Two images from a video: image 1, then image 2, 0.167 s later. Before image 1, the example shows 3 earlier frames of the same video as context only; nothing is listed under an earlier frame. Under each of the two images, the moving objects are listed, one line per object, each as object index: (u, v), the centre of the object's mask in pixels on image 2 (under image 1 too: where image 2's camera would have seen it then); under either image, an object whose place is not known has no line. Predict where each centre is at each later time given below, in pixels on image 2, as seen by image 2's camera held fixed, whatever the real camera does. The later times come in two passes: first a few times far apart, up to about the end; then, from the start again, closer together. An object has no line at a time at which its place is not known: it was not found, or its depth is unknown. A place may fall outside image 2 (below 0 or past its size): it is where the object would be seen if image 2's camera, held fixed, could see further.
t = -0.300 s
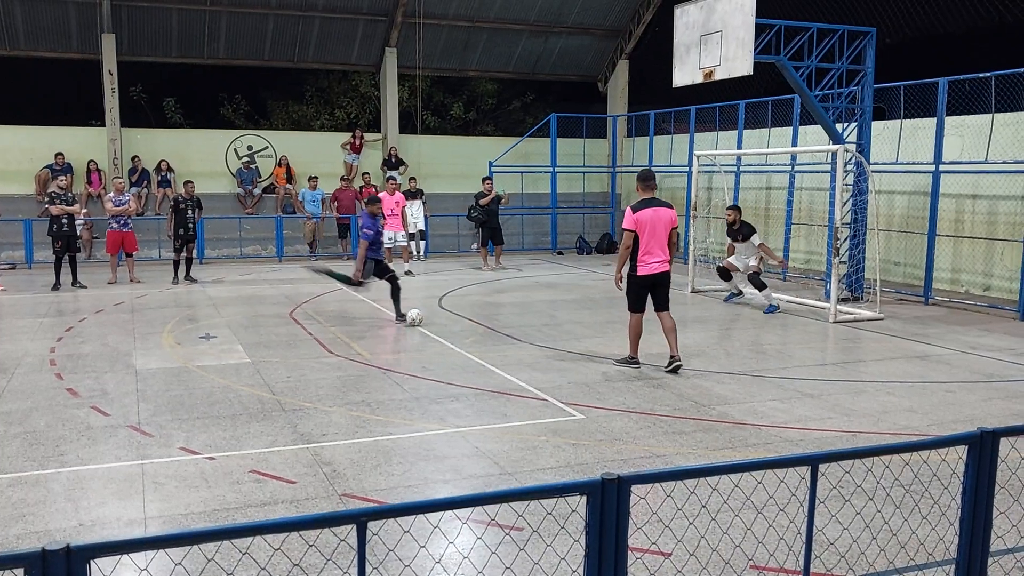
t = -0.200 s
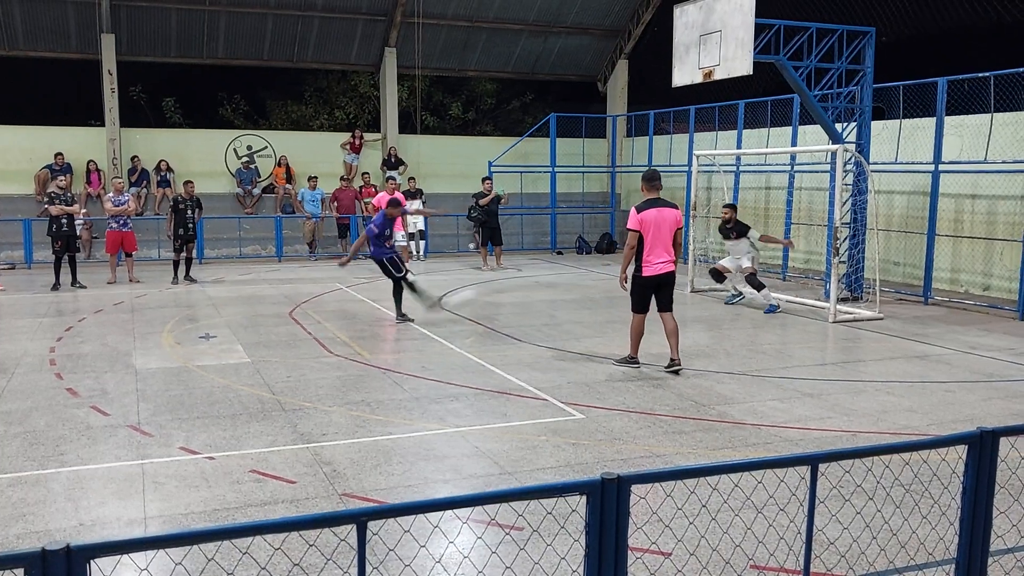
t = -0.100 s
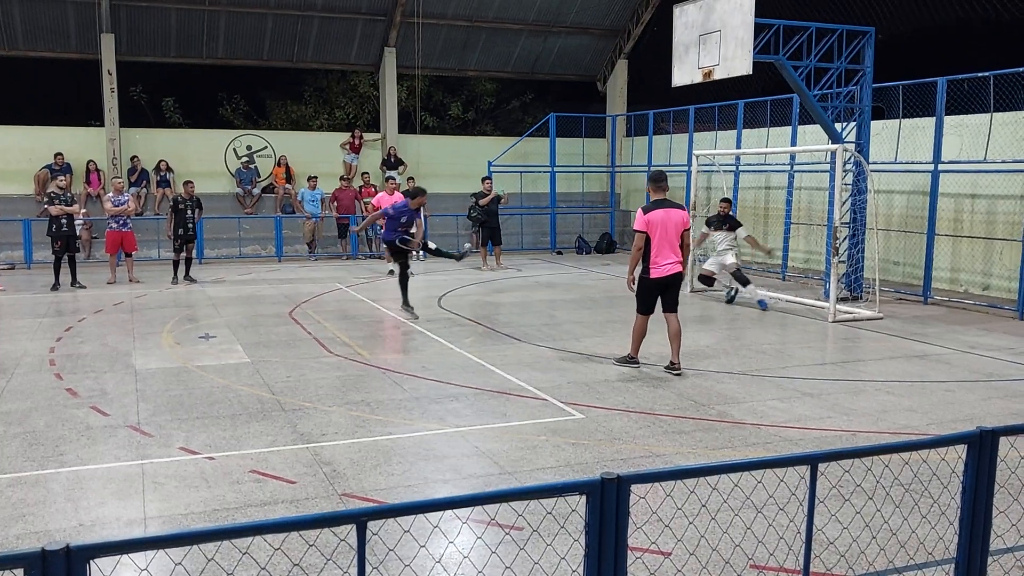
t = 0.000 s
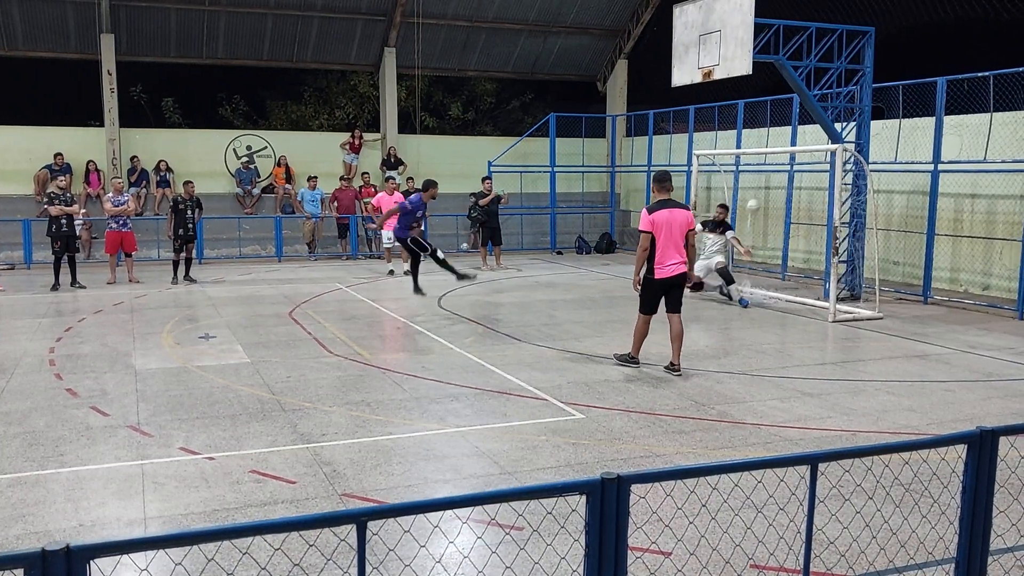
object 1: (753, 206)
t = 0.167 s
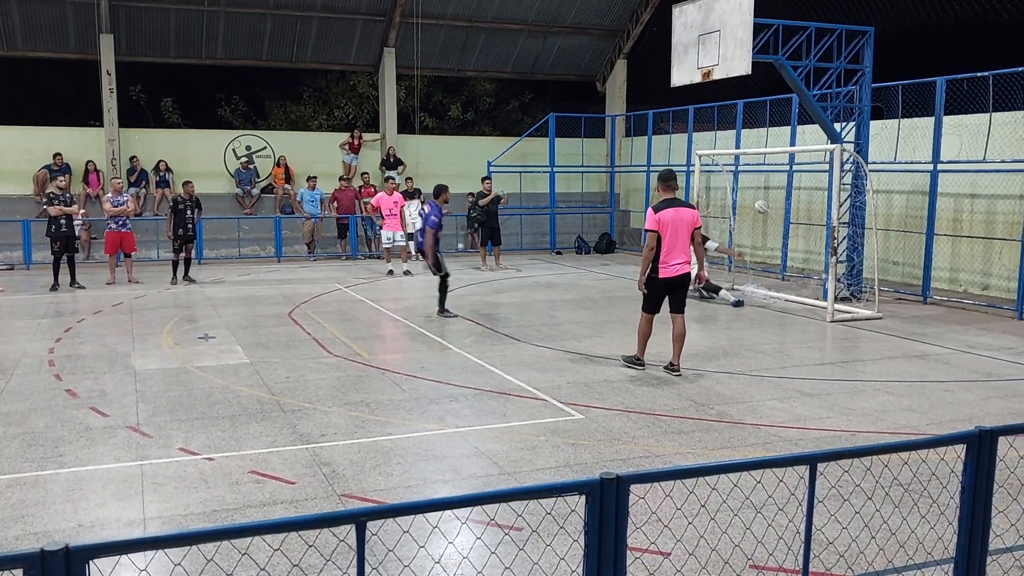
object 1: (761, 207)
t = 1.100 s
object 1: (799, 303)
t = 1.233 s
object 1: (806, 321)
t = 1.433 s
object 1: (818, 317)
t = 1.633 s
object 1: (832, 341)
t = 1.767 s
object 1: (842, 343)
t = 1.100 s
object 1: (799, 303)
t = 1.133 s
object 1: (800, 311)
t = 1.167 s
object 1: (802, 321)
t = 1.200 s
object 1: (803, 325)
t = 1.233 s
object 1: (806, 321)
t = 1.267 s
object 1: (808, 318)
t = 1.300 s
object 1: (810, 316)
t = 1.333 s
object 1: (811, 315)
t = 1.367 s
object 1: (814, 314)
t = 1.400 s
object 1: (816, 315)
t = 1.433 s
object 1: (818, 317)
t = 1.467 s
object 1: (820, 320)
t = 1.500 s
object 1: (823, 324)
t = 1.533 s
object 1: (825, 329)
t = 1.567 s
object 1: (827, 336)
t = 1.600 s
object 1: (830, 342)
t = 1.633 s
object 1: (832, 341)
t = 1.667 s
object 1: (834, 339)
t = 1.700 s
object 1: (837, 340)
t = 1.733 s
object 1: (840, 340)
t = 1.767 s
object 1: (842, 343)
